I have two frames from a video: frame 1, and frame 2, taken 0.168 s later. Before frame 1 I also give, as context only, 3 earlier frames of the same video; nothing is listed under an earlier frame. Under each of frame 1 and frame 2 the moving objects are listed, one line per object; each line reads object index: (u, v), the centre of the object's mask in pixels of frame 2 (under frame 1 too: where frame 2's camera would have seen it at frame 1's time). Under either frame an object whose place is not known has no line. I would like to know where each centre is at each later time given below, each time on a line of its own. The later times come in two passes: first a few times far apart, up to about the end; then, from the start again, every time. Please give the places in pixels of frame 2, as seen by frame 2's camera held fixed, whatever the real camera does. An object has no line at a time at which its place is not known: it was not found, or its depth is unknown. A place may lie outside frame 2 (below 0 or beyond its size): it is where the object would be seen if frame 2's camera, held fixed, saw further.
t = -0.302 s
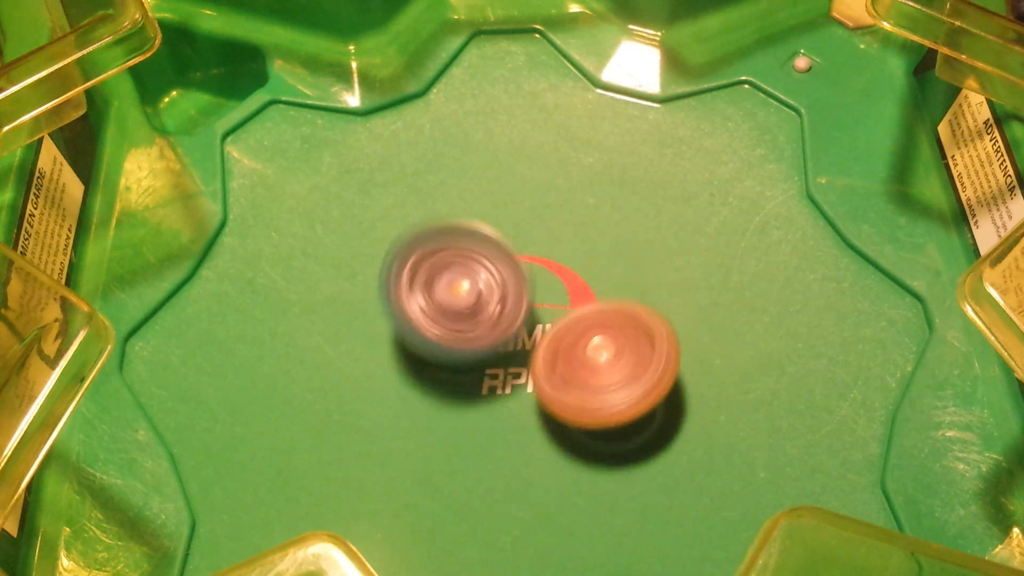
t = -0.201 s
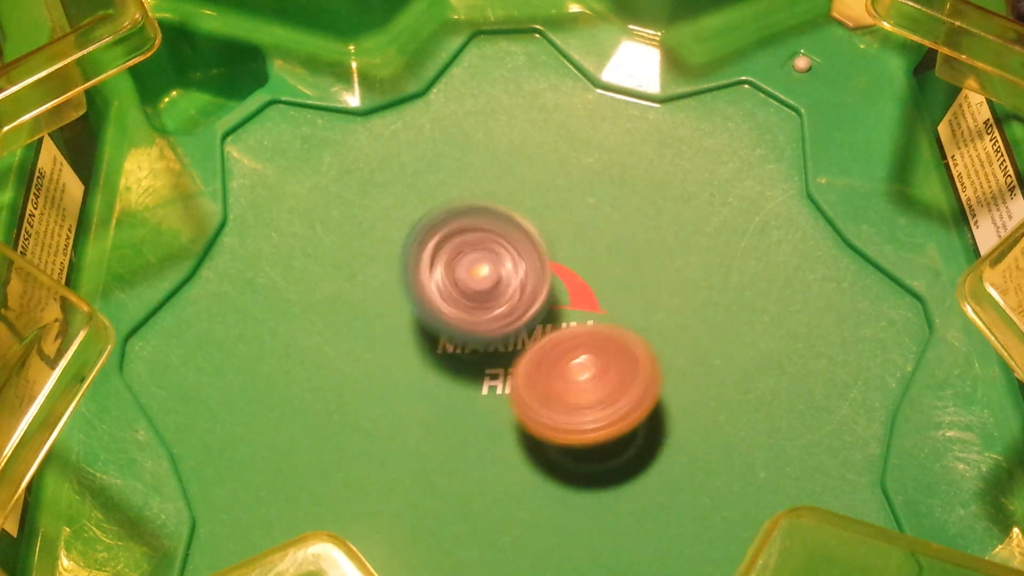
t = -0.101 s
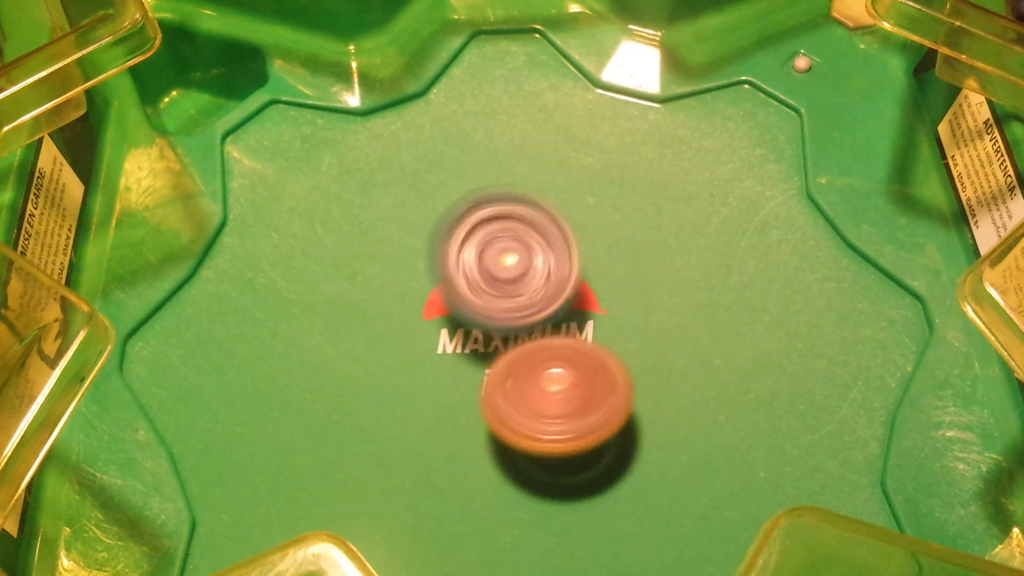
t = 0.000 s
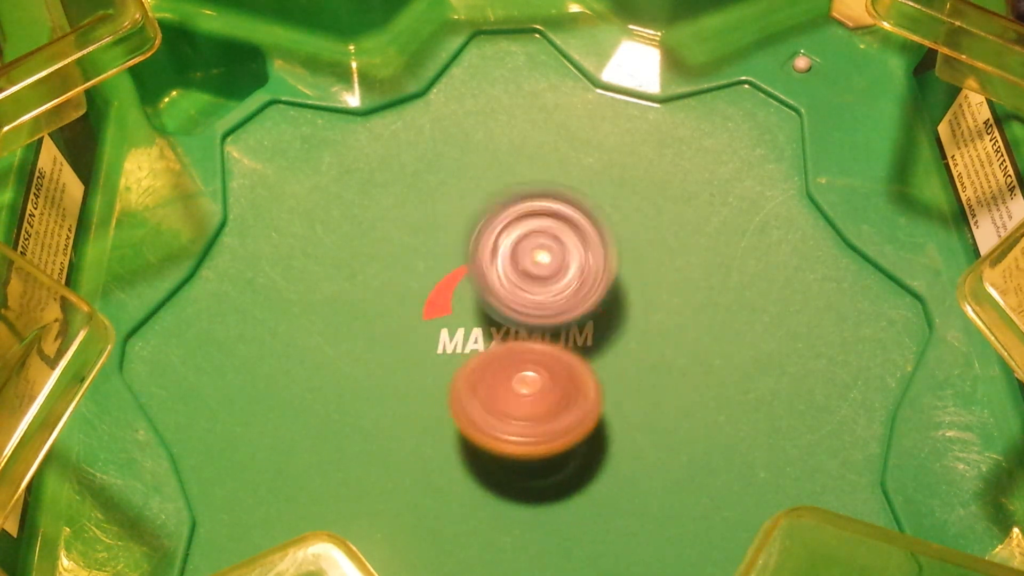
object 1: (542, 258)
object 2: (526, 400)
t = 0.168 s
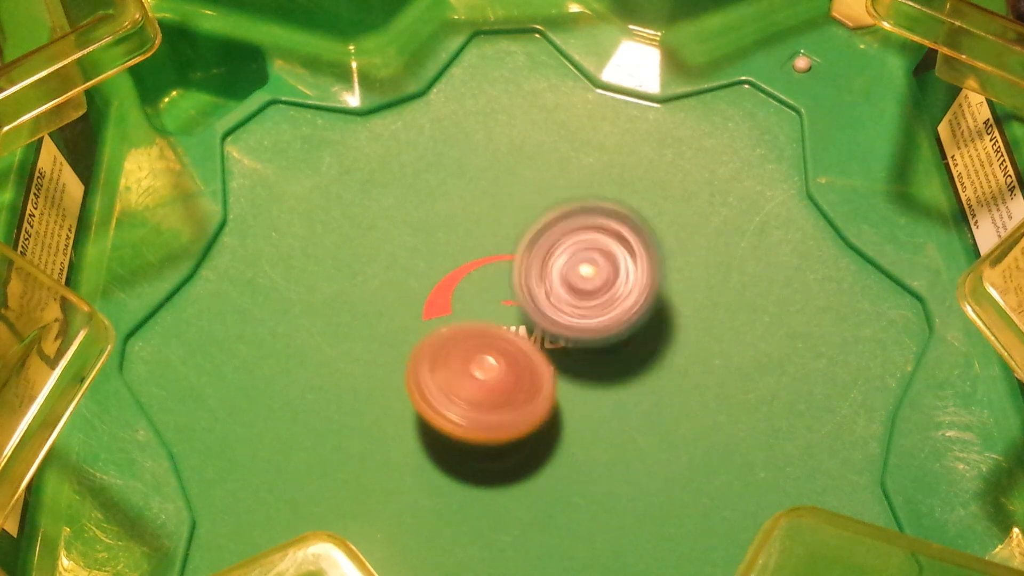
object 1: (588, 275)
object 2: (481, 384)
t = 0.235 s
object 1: (605, 291)
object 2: (470, 372)
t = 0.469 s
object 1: (616, 358)
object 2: (466, 316)
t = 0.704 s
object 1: (567, 407)
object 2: (515, 283)
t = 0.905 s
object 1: (501, 404)
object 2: (578, 283)
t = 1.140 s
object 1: (460, 350)
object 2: (616, 327)
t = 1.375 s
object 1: (488, 281)
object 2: (600, 383)
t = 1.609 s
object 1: (557, 257)
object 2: (532, 399)
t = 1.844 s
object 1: (612, 295)
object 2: (474, 360)
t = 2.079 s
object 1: (615, 364)
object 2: (469, 293)
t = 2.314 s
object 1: (531, 396)
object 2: (527, 265)
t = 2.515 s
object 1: (461, 382)
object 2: (590, 283)
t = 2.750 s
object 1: (453, 314)
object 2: (605, 358)
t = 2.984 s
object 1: (513, 257)
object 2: (551, 418)
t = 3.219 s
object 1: (592, 275)
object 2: (478, 402)
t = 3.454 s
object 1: (616, 350)
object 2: (466, 330)
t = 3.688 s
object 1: (559, 408)
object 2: (519, 271)
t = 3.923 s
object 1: (476, 384)
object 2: (597, 279)
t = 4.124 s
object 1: (463, 321)
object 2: (621, 333)
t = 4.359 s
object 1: (513, 263)
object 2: (573, 399)
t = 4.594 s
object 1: (588, 287)
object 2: (489, 389)
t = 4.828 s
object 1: (616, 355)
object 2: (446, 323)
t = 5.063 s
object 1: (544, 399)
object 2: (503, 273)
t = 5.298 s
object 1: (465, 370)
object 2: (596, 286)
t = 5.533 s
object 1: (478, 307)
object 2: (618, 364)
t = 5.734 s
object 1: (538, 253)
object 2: (567, 431)
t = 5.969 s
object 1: (600, 293)
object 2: (501, 387)
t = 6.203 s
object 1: (744, 418)
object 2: (308, 250)
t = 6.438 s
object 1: (618, 413)
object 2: (333, 250)
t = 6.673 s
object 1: (474, 363)
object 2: (379, 278)
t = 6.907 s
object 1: (475, 368)
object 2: (395, 265)
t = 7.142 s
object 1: (475, 369)
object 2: (403, 258)
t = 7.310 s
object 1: (475, 369)
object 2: (404, 257)
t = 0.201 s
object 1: (599, 284)
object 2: (475, 378)
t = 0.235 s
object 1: (605, 291)
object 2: (470, 372)
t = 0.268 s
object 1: (610, 298)
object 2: (466, 364)
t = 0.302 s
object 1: (615, 308)
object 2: (463, 357)
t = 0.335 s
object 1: (618, 318)
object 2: (462, 349)
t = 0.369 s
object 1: (619, 328)
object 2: (462, 341)
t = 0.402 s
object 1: (618, 337)
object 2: (463, 332)
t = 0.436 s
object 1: (617, 348)
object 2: (464, 325)
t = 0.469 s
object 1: (616, 358)
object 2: (466, 316)
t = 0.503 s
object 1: (612, 368)
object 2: (470, 310)
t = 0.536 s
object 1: (609, 377)
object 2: (474, 304)
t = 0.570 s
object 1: (603, 386)
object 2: (481, 300)
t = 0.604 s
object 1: (595, 393)
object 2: (490, 294)
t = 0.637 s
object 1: (588, 399)
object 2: (498, 289)
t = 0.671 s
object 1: (578, 404)
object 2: (506, 285)
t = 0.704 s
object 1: (567, 407)
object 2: (515, 283)
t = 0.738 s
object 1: (558, 409)
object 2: (522, 282)
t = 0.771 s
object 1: (544, 410)
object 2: (533, 279)
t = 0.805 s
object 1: (532, 410)
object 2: (546, 278)
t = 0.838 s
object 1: (522, 409)
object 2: (558, 280)
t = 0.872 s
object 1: (512, 407)
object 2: (568, 280)
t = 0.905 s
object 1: (501, 404)
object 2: (578, 283)
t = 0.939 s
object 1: (491, 400)
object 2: (586, 287)
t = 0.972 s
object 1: (484, 392)
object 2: (593, 292)
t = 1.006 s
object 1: (475, 385)
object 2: (598, 297)
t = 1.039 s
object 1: (468, 377)
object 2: (604, 303)
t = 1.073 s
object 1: (465, 368)
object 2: (609, 311)
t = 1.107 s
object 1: (461, 358)
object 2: (613, 318)
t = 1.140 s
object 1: (460, 350)
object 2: (616, 327)
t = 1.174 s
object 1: (459, 337)
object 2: (618, 336)
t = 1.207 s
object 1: (459, 326)
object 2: (619, 345)
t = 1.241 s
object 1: (462, 315)
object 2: (618, 354)
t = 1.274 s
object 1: (466, 307)
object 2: (615, 362)
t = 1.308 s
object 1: (471, 299)
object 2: (611, 370)
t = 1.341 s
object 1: (480, 288)
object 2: (607, 377)
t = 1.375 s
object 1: (488, 281)
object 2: (600, 383)
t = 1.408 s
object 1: (496, 275)
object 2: (592, 389)
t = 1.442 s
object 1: (506, 269)
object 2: (585, 393)
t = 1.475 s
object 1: (515, 264)
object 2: (575, 396)
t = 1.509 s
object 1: (526, 261)
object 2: (564, 399)
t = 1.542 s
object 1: (536, 259)
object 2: (554, 401)
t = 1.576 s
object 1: (548, 258)
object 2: (543, 400)
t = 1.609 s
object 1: (557, 257)
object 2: (532, 399)
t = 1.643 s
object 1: (566, 260)
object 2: (522, 397)
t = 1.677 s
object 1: (578, 263)
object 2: (512, 393)
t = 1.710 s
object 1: (584, 267)
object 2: (502, 388)
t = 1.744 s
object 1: (595, 275)
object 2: (494, 382)
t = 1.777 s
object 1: (601, 279)
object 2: (486, 374)
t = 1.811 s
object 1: (606, 286)
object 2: (479, 367)
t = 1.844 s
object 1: (612, 295)
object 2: (474, 360)
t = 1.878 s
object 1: (619, 307)
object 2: (468, 351)
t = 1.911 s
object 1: (623, 318)
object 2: (465, 341)
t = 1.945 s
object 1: (625, 326)
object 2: (463, 333)
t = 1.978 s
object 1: (624, 337)
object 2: (462, 323)
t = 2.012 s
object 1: (624, 345)
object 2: (463, 315)
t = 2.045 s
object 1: (621, 354)
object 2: (466, 306)
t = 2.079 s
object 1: (615, 364)
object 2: (469, 293)
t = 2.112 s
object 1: (609, 371)
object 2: (474, 287)
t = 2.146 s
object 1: (601, 379)
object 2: (479, 281)
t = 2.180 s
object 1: (582, 389)
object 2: (492, 272)
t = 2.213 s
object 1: (569, 393)
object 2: (500, 269)
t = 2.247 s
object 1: (557, 393)
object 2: (509, 266)
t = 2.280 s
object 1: (546, 395)
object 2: (518, 266)
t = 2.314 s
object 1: (531, 396)
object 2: (527, 265)
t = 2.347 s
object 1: (517, 402)
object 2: (542, 261)
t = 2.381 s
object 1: (504, 402)
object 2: (554, 264)
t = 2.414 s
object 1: (492, 399)
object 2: (563, 267)
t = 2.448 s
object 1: (480, 395)
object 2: (570, 271)
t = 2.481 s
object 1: (468, 388)
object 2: (581, 277)
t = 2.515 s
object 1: (461, 382)
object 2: (590, 283)
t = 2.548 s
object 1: (454, 374)
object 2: (595, 292)
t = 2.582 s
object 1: (450, 365)
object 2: (601, 302)
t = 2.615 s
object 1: (448, 356)
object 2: (605, 312)
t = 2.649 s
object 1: (445, 346)
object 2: (607, 323)
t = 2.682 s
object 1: (446, 336)
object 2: (609, 335)
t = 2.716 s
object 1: (449, 325)
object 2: (608, 346)
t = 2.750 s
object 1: (453, 314)
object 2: (605, 358)
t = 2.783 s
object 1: (458, 305)
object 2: (602, 368)
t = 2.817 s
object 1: (465, 297)
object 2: (596, 377)
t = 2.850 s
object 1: (472, 285)
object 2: (591, 391)
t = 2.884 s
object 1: (482, 275)
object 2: (584, 400)
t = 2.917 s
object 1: (491, 268)
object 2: (573, 408)
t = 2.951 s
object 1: (501, 261)
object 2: (562, 414)
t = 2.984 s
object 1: (513, 257)
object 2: (551, 418)
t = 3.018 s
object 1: (524, 255)
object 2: (539, 421)
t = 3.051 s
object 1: (534, 254)
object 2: (527, 421)
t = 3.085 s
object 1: (548, 254)
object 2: (515, 421)
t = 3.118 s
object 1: (557, 256)
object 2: (505, 418)
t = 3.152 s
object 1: (570, 261)
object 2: (494, 415)
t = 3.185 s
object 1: (580, 265)
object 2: (486, 409)
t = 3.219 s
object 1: (592, 275)
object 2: (478, 402)
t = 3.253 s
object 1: (600, 284)
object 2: (471, 394)
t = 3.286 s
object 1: (607, 294)
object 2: (466, 383)
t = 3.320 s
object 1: (613, 305)
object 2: (463, 375)
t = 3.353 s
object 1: (615, 316)
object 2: (462, 363)
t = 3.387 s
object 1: (617, 327)
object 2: (462, 353)
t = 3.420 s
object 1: (617, 338)
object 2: (465, 342)
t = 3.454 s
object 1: (616, 350)
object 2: (466, 330)
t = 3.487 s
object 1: (613, 361)
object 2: (470, 319)
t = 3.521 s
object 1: (607, 372)
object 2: (474, 308)
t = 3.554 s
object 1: (601, 383)
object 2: (481, 300)
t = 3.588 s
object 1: (593, 391)
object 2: (488, 291)
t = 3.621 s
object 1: (582, 398)
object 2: (497, 284)
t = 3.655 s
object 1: (571, 404)
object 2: (508, 277)
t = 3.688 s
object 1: (559, 408)
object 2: (519, 271)
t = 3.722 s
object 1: (546, 409)
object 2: (531, 268)
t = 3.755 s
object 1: (533, 411)
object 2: (543, 266)
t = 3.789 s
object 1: (519, 409)
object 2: (555, 266)
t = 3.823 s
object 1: (507, 407)
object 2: (566, 267)
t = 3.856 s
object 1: (495, 402)
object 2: (577, 269)
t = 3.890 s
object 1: (486, 395)
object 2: (587, 273)
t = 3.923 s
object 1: (476, 384)
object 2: (597, 279)
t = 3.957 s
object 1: (470, 377)
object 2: (605, 286)
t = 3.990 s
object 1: (464, 364)
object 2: (611, 294)
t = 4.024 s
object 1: (462, 355)
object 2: (616, 302)
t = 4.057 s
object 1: (460, 343)
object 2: (620, 312)
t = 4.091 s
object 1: (461, 333)
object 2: (622, 323)
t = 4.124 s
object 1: (463, 321)
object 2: (621, 333)
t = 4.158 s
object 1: (468, 310)
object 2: (619, 345)
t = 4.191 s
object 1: (473, 299)
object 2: (615, 356)
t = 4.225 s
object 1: (477, 287)
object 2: (611, 368)
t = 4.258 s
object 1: (485, 278)
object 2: (604, 379)
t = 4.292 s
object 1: (492, 272)
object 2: (595, 387)
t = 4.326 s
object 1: (503, 265)
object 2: (585, 394)
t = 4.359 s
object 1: (513, 263)
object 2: (573, 399)
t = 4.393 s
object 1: (526, 261)
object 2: (561, 403)
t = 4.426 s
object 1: (536, 262)
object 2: (549, 404)
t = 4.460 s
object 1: (550, 264)
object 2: (536, 404)
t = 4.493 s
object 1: (559, 269)
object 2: (523, 403)
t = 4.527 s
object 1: (570, 275)
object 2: (511, 400)
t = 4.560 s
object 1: (578, 280)
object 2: (501, 395)
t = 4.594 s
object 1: (588, 287)
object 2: (489, 389)
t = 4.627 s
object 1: (603, 295)
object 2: (473, 384)
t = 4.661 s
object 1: (611, 304)
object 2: (463, 376)
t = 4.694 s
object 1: (616, 315)
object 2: (455, 365)
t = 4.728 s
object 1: (619, 324)
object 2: (450, 355)
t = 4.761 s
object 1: (621, 335)
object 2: (446, 345)
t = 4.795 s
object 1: (619, 345)
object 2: (445, 334)
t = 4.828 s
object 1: (616, 355)
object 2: (446, 323)
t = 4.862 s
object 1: (611, 365)
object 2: (449, 313)
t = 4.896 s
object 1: (603, 374)
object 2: (454, 303)
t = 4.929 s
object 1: (594, 382)
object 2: (459, 292)
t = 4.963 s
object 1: (581, 388)
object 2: (468, 287)
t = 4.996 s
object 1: (569, 393)
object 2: (477, 283)
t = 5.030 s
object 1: (557, 395)
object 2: (489, 278)
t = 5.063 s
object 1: (544, 399)
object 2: (503, 273)
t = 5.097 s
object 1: (532, 399)
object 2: (517, 270)
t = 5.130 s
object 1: (517, 399)
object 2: (532, 268)
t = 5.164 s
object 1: (505, 398)
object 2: (546, 268)
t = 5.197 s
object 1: (494, 392)
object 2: (561, 270)
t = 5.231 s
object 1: (482, 386)
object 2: (572, 274)
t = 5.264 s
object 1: (473, 378)
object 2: (584, 278)
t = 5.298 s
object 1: (465, 370)
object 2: (596, 286)
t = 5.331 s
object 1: (460, 360)
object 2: (605, 295)
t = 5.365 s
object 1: (458, 349)
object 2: (613, 305)
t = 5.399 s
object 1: (457, 337)
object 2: (620, 317)
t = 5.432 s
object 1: (460, 327)
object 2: (623, 329)
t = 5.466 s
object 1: (465, 318)
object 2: (624, 341)
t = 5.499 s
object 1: (472, 311)
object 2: (622, 353)
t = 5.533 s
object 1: (478, 307)
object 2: (618, 364)
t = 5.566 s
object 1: (488, 297)
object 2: (612, 375)
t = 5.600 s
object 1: (498, 278)
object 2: (610, 398)
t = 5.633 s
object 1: (507, 268)
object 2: (604, 413)
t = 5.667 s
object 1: (517, 258)
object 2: (594, 424)
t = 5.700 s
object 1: (528, 256)
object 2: (580, 429)
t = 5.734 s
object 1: (538, 253)
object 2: (567, 431)
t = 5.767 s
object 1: (551, 253)
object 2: (553, 431)
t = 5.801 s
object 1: (559, 254)
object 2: (542, 429)
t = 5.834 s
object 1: (571, 257)
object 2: (530, 424)
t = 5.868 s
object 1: (581, 264)
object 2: (520, 417)
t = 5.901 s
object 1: (589, 272)
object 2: (512, 408)
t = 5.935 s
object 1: (596, 282)
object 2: (506, 399)
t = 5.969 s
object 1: (600, 293)
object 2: (501, 387)
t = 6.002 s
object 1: (623, 312)
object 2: (463, 368)
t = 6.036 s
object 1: (665, 326)
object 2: (425, 342)
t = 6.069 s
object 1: (703, 358)
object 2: (393, 321)
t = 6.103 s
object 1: (724, 369)
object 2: (363, 301)
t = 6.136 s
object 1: (750, 387)
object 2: (340, 282)
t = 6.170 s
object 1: (751, 403)
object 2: (321, 263)
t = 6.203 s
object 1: (744, 418)
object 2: (308, 250)
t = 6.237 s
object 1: (733, 426)
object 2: (302, 240)
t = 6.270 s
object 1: (724, 425)
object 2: (301, 235)
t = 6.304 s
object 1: (709, 429)
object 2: (304, 233)
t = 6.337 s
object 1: (684, 431)
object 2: (310, 233)
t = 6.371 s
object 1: (663, 424)
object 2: (317, 237)
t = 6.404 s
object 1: (641, 419)
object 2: (325, 243)
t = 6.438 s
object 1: (618, 413)
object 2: (333, 250)
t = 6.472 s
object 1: (599, 411)
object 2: (341, 258)
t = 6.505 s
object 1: (571, 403)
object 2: (350, 264)
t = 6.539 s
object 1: (534, 395)
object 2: (359, 269)
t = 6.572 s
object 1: (511, 389)
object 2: (367, 273)
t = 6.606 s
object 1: (494, 369)
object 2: (374, 276)
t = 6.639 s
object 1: (484, 362)
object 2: (378, 278)
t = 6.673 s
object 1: (474, 363)
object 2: (379, 278)
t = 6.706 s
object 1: (468, 361)
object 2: (380, 276)
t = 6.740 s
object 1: (470, 367)
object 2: (382, 274)
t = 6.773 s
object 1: (471, 369)
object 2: (385, 271)
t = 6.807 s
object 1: (472, 370)
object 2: (388, 270)
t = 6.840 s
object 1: (474, 369)
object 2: (390, 269)
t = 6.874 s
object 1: (475, 369)
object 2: (392, 267)
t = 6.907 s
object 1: (475, 368)
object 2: (395, 265)
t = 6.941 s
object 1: (475, 369)
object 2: (398, 263)
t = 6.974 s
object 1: (475, 369)
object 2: (400, 260)
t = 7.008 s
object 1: (475, 368)
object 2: (403, 257)
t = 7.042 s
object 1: (475, 368)
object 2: (404, 257)
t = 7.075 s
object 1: (475, 368)
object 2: (403, 258)
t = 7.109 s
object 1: (475, 368)
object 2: (403, 259)
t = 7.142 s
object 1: (475, 369)
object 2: (403, 258)
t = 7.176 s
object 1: (475, 368)
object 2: (404, 257)
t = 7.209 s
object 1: (475, 369)
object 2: (404, 257)
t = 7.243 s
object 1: (475, 369)
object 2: (404, 257)
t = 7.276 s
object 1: (475, 368)
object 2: (404, 257)
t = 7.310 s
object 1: (475, 369)
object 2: (404, 257)
